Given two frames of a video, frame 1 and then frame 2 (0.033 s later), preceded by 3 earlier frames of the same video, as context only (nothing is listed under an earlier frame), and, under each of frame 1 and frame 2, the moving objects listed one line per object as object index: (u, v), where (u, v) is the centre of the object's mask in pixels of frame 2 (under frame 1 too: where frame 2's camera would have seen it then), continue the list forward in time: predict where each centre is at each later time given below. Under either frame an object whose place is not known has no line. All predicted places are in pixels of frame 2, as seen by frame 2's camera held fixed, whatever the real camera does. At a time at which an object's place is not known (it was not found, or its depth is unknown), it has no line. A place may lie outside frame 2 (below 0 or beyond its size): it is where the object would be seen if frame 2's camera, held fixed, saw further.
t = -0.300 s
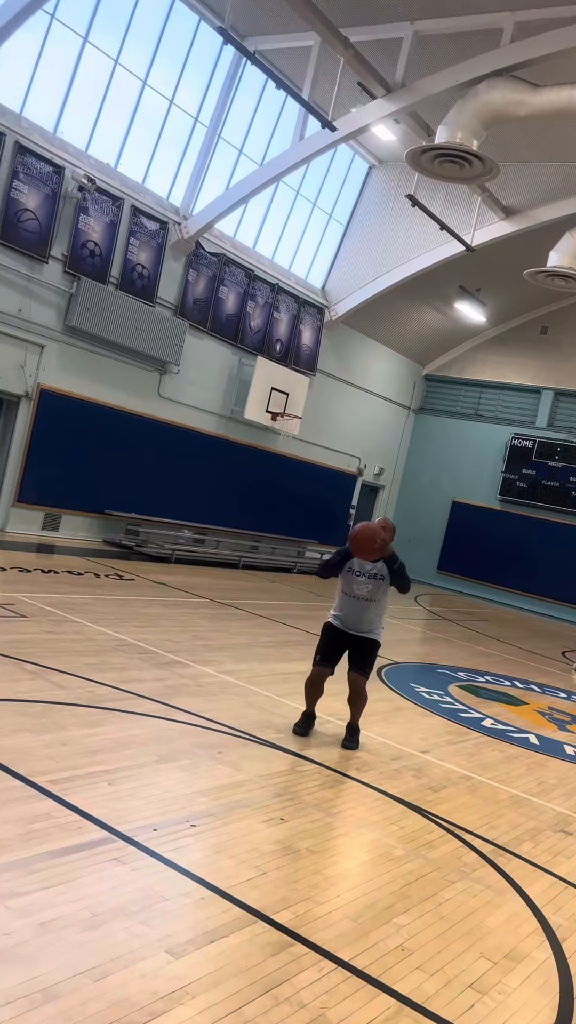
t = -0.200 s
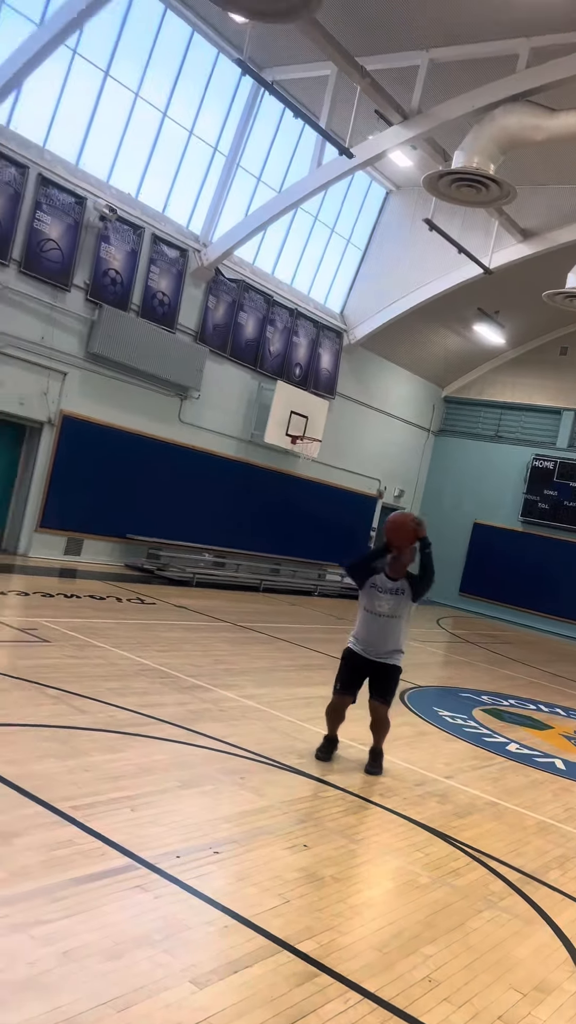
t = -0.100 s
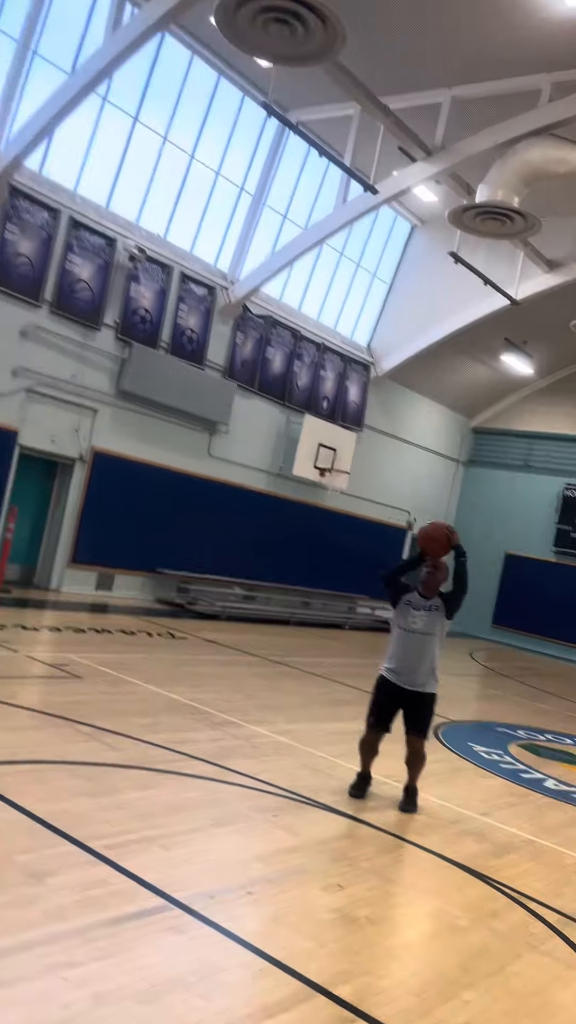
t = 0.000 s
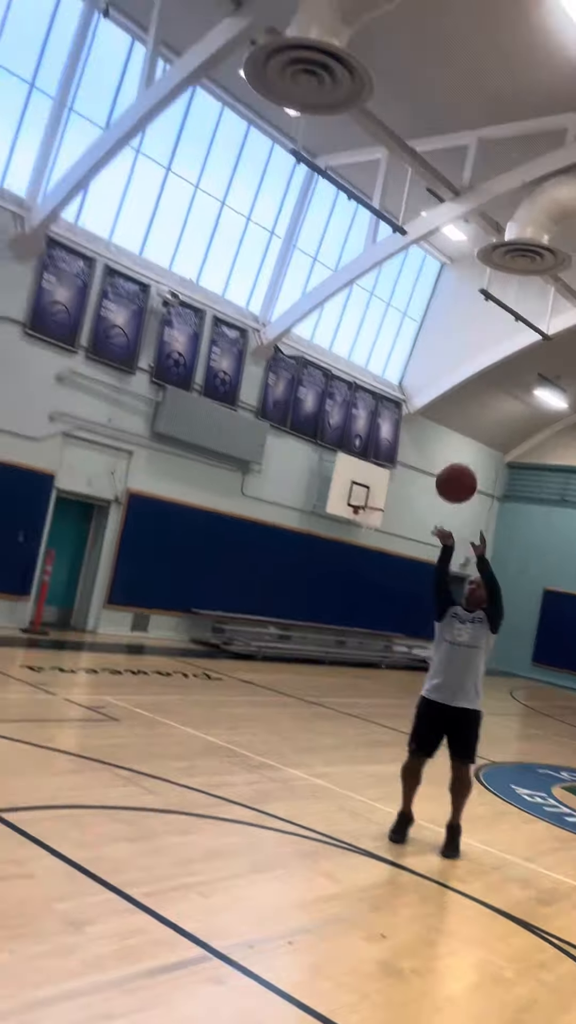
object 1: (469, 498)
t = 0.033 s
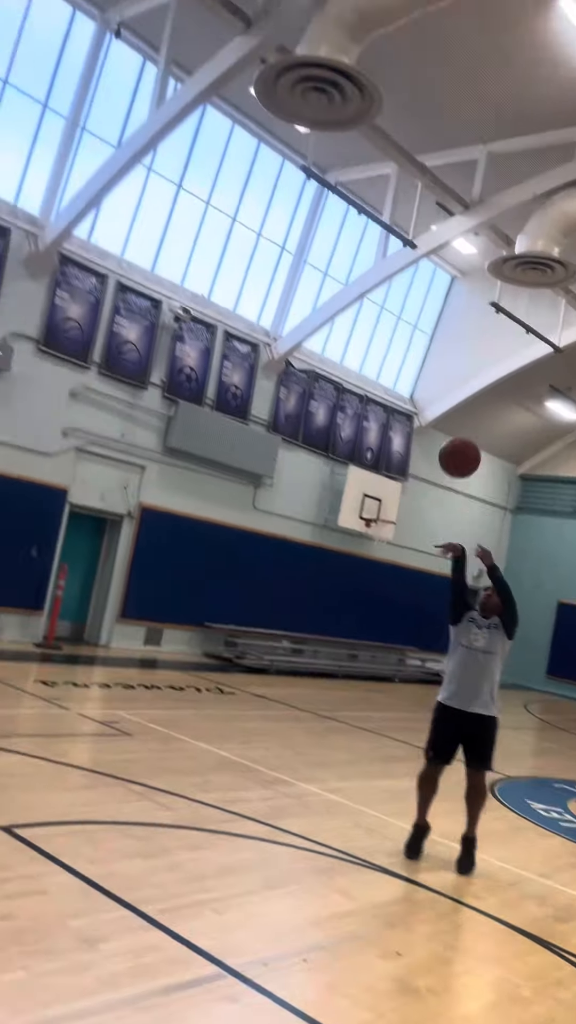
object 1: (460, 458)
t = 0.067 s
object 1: (450, 417)
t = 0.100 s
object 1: (439, 379)
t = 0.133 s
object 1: (428, 342)
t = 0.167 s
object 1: (415, 302)
